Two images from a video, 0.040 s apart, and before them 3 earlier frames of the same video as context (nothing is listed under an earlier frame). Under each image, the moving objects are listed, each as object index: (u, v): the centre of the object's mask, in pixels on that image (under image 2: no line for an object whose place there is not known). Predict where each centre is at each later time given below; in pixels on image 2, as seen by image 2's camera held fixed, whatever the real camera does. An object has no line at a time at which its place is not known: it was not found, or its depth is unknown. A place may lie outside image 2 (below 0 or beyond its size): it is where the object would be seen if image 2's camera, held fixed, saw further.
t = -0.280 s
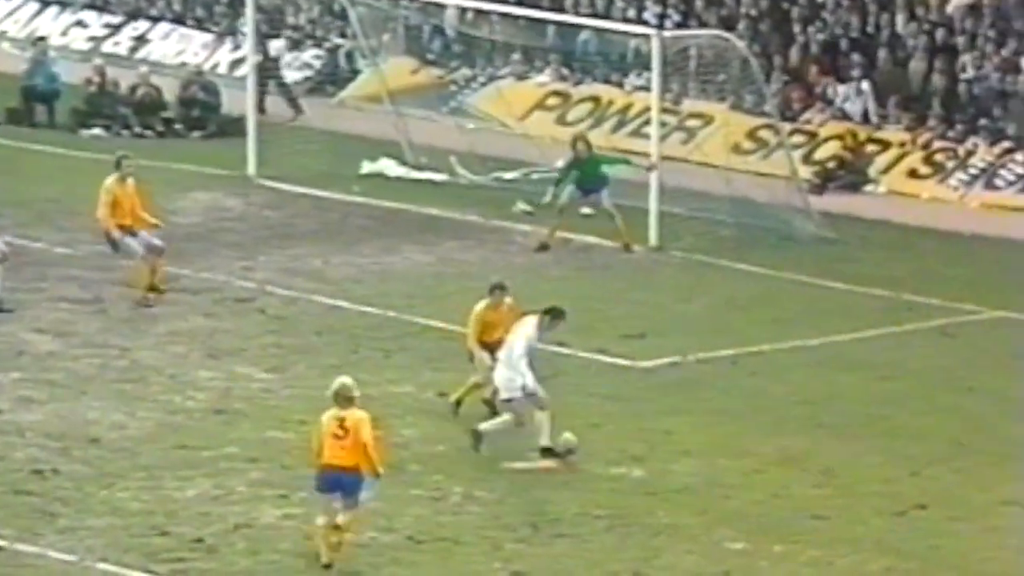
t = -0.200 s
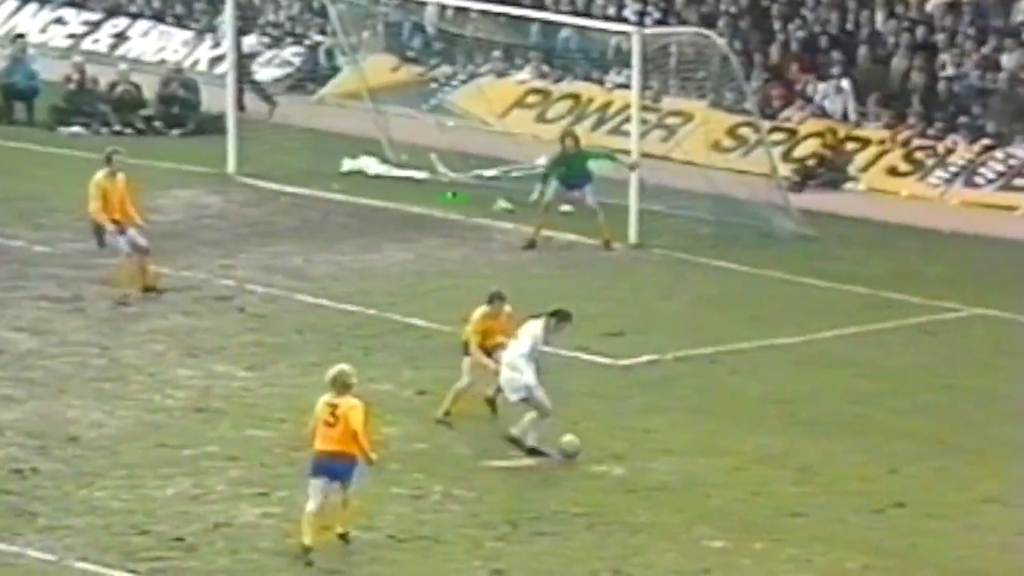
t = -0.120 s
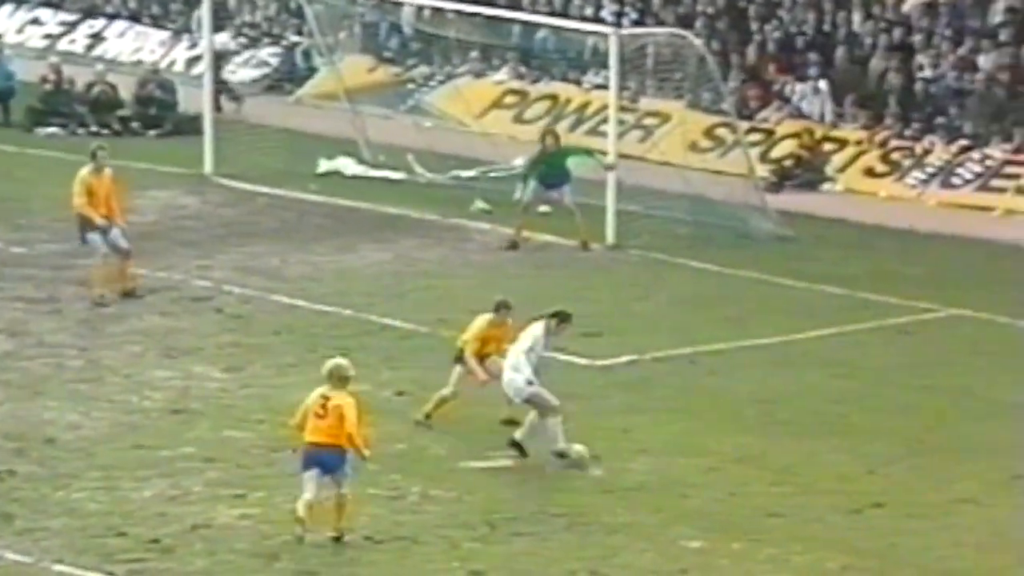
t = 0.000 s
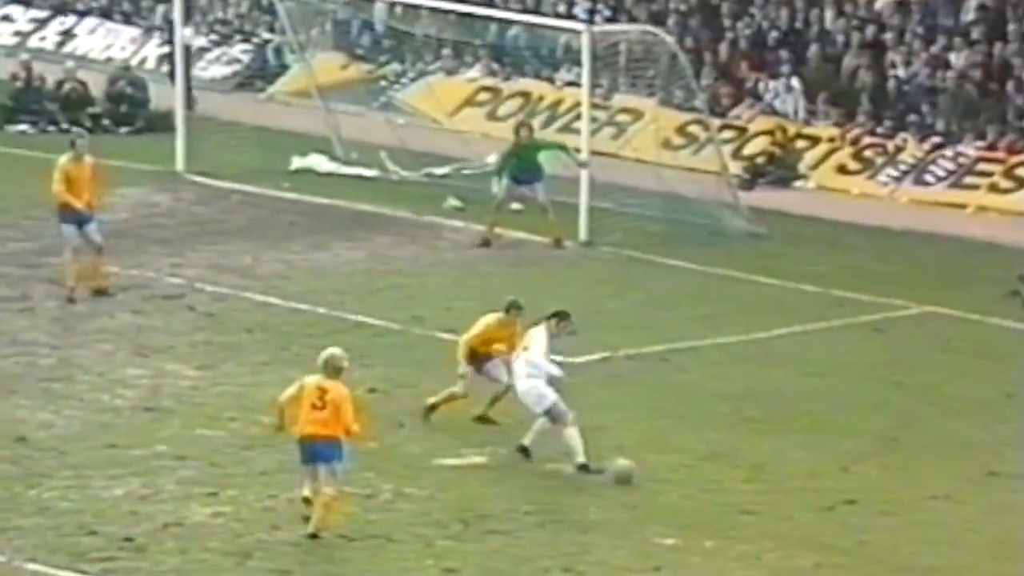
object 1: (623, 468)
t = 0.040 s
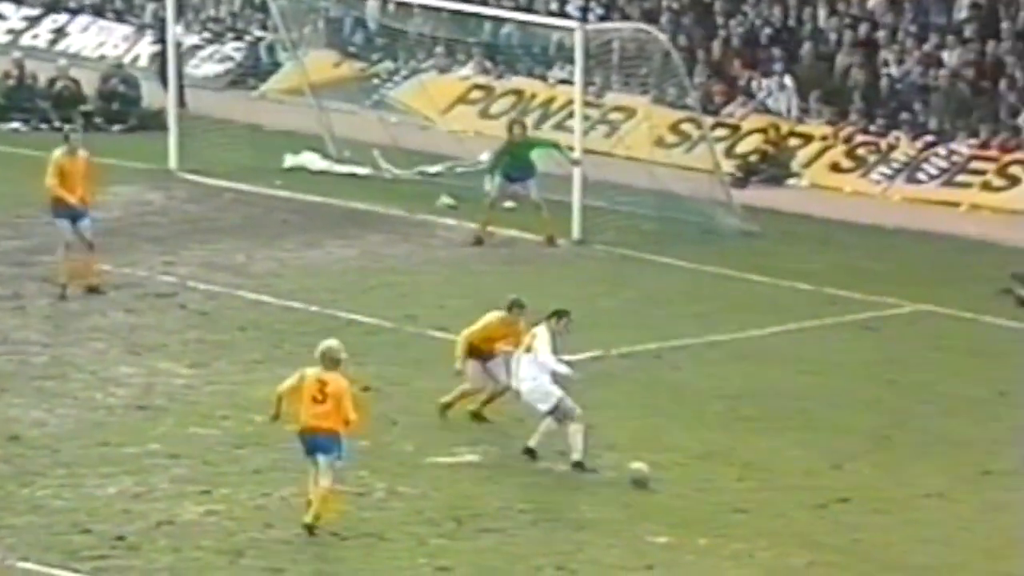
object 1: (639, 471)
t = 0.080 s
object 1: (663, 477)
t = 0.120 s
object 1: (686, 484)
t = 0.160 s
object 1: (706, 485)
